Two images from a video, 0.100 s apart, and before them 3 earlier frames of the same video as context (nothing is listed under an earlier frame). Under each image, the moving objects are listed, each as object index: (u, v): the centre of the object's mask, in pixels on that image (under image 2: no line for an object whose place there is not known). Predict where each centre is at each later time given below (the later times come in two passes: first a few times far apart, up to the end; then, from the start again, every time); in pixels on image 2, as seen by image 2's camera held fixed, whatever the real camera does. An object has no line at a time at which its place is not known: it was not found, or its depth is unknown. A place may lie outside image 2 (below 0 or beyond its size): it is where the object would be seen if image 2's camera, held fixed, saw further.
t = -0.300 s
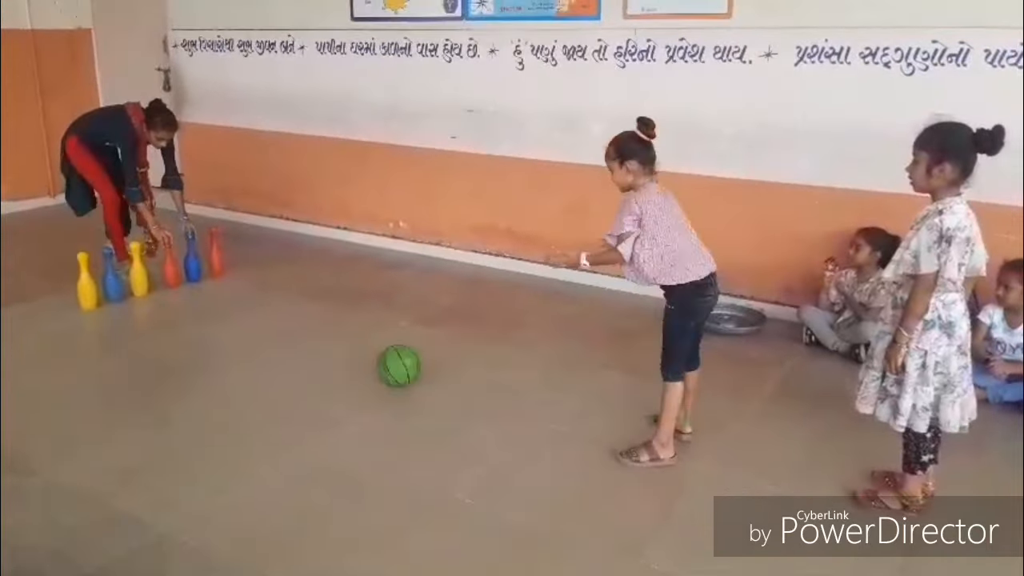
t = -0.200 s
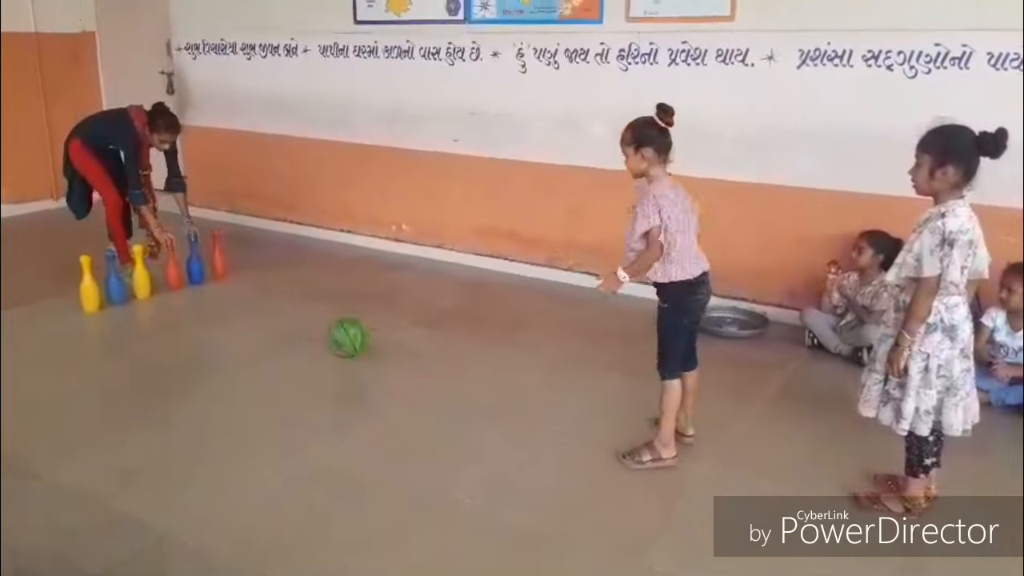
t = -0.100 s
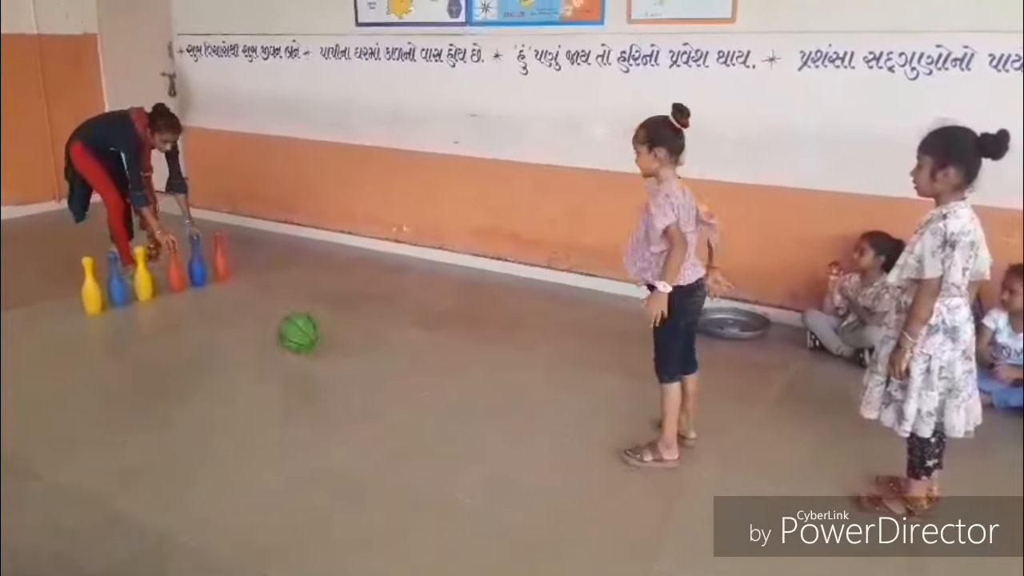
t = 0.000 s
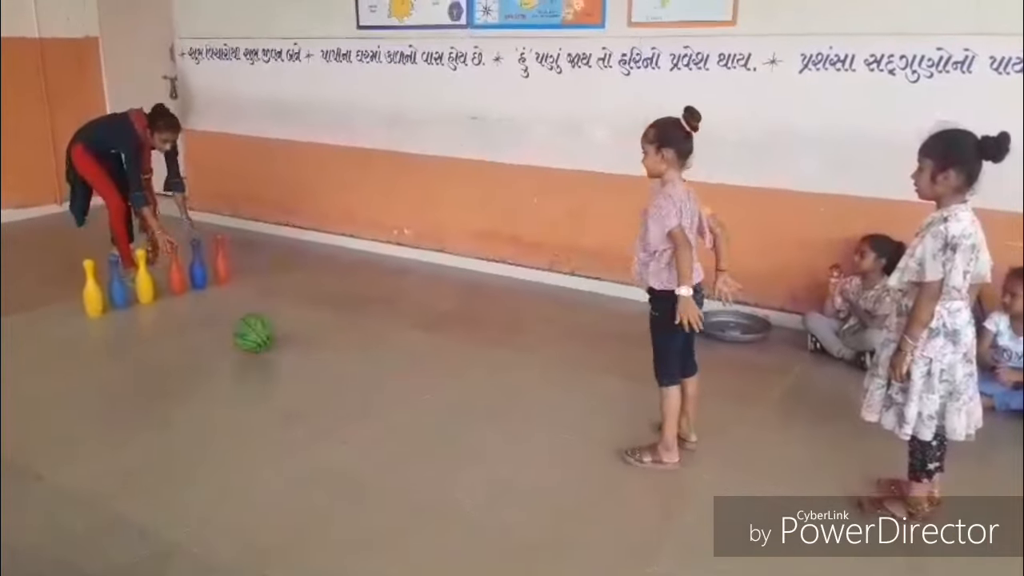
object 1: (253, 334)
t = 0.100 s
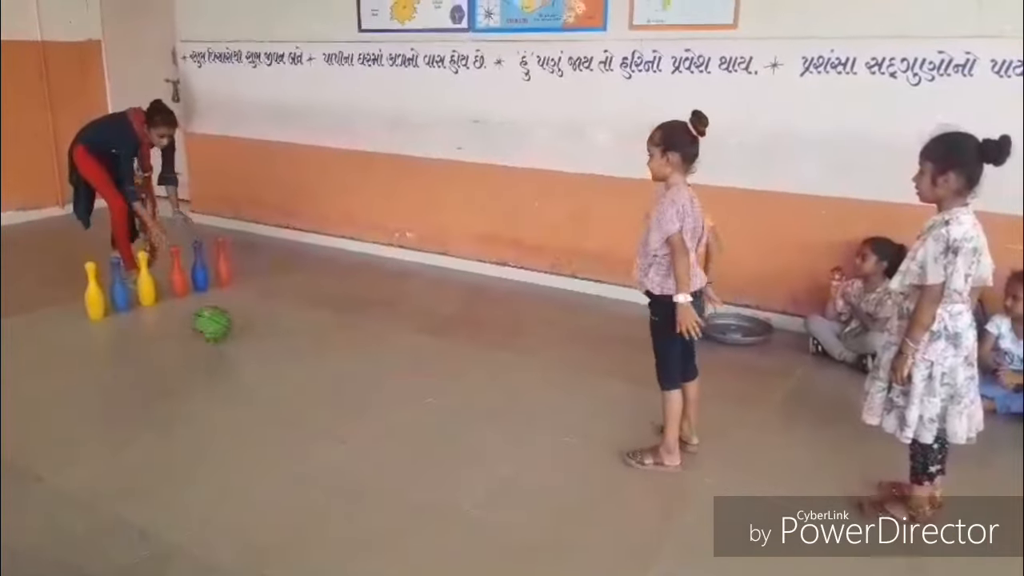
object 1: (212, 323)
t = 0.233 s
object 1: (160, 314)
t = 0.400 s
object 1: (103, 302)
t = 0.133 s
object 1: (199, 325)
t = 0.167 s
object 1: (186, 324)
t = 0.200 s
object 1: (174, 319)
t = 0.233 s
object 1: (160, 314)
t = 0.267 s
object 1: (147, 313)
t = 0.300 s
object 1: (136, 311)
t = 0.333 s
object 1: (123, 308)
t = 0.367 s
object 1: (114, 305)
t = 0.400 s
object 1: (103, 302)
